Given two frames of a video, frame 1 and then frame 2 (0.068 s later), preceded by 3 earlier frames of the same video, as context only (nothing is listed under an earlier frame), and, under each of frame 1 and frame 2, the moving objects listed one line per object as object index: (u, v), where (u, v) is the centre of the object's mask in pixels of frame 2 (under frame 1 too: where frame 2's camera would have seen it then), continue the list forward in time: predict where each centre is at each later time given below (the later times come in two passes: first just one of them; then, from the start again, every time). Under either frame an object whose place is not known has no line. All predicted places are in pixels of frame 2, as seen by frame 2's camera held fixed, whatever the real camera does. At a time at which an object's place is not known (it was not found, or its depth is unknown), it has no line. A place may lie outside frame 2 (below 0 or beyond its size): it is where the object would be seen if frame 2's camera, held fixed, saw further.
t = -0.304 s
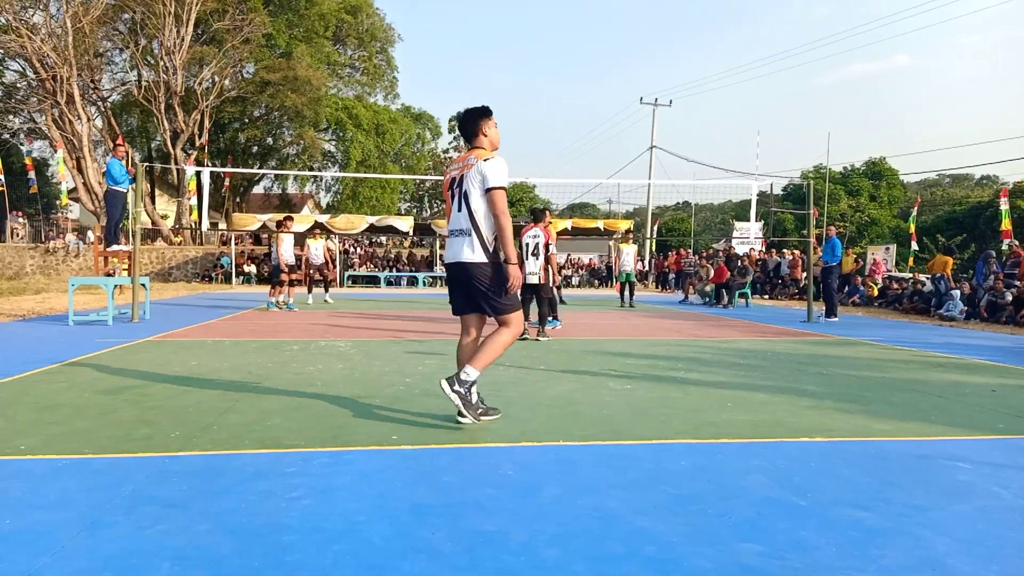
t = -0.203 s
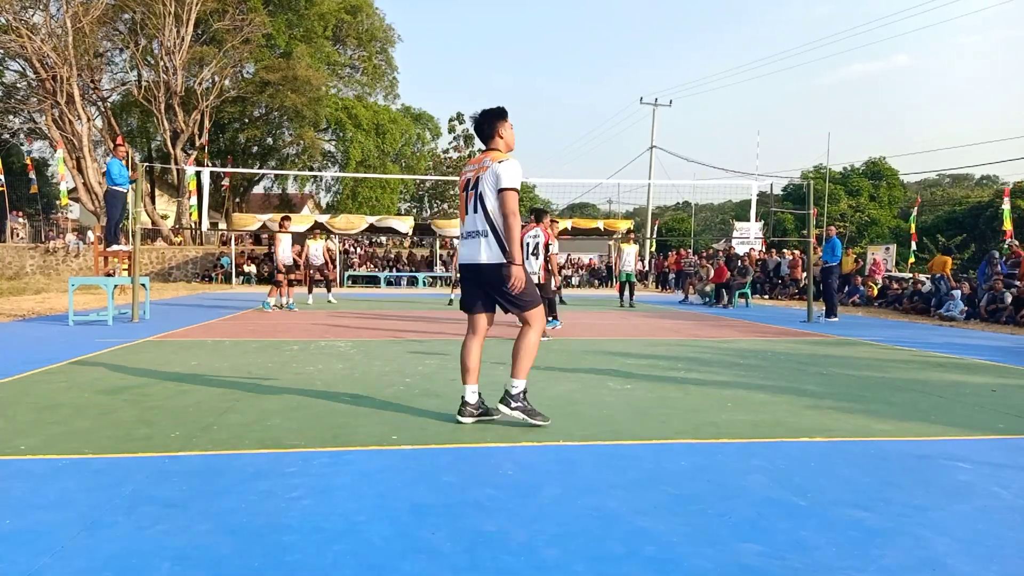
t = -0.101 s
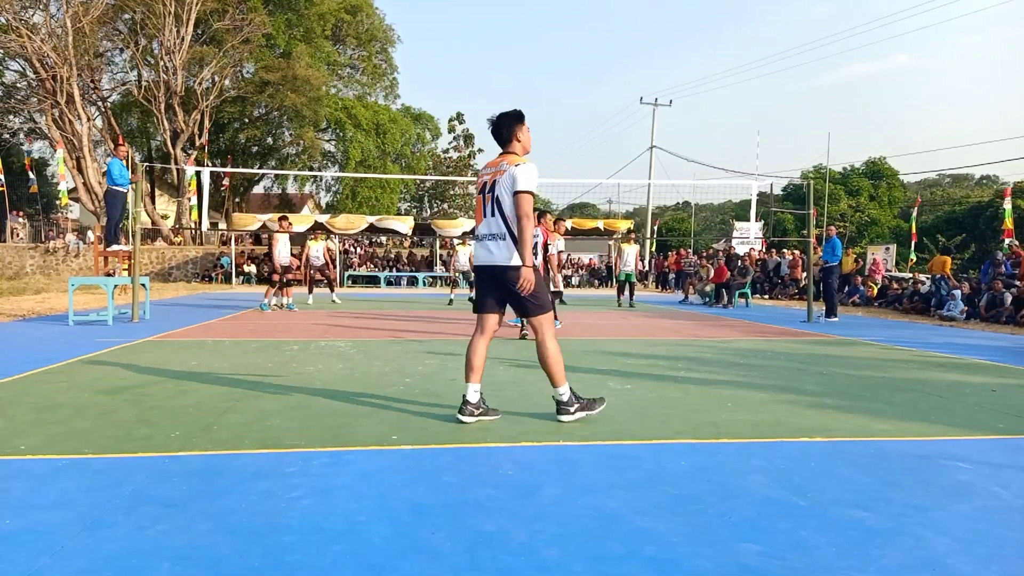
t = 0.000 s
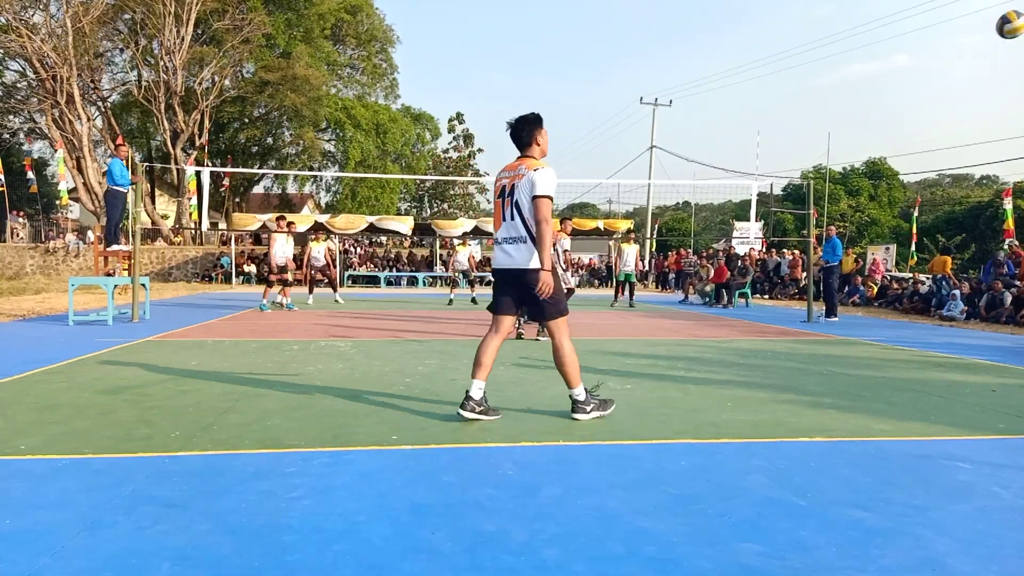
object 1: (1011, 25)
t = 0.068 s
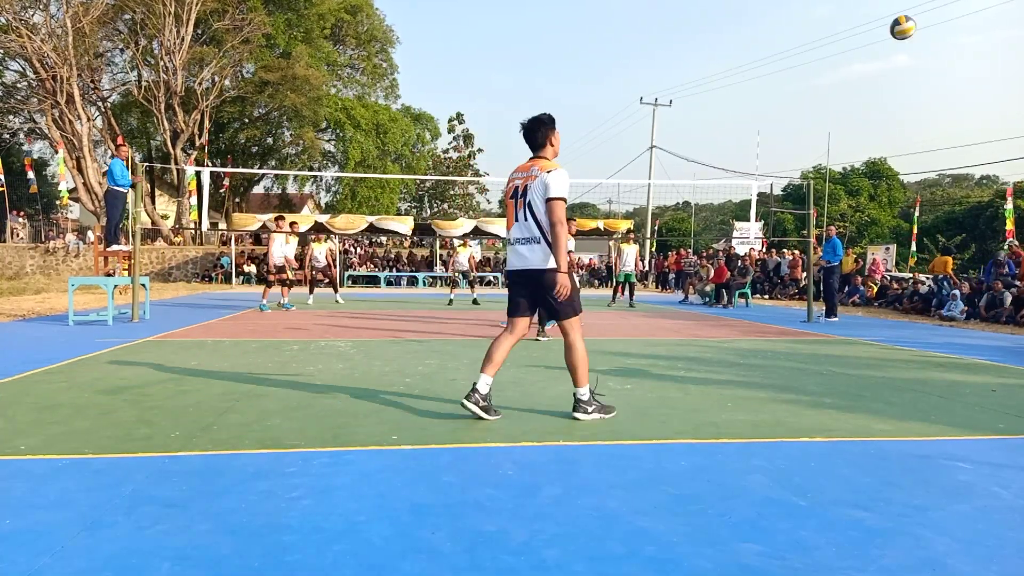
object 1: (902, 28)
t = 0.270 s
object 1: (692, 58)
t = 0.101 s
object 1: (857, 30)
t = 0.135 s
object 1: (817, 35)
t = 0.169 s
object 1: (781, 40)
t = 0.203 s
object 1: (748, 45)
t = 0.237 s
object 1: (719, 52)
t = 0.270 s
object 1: (692, 58)
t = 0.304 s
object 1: (667, 65)
